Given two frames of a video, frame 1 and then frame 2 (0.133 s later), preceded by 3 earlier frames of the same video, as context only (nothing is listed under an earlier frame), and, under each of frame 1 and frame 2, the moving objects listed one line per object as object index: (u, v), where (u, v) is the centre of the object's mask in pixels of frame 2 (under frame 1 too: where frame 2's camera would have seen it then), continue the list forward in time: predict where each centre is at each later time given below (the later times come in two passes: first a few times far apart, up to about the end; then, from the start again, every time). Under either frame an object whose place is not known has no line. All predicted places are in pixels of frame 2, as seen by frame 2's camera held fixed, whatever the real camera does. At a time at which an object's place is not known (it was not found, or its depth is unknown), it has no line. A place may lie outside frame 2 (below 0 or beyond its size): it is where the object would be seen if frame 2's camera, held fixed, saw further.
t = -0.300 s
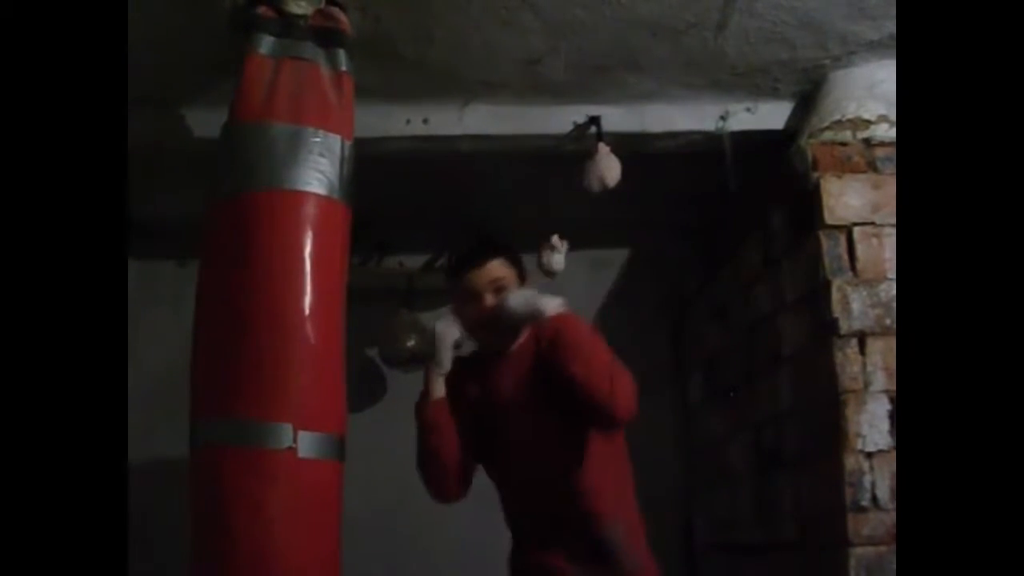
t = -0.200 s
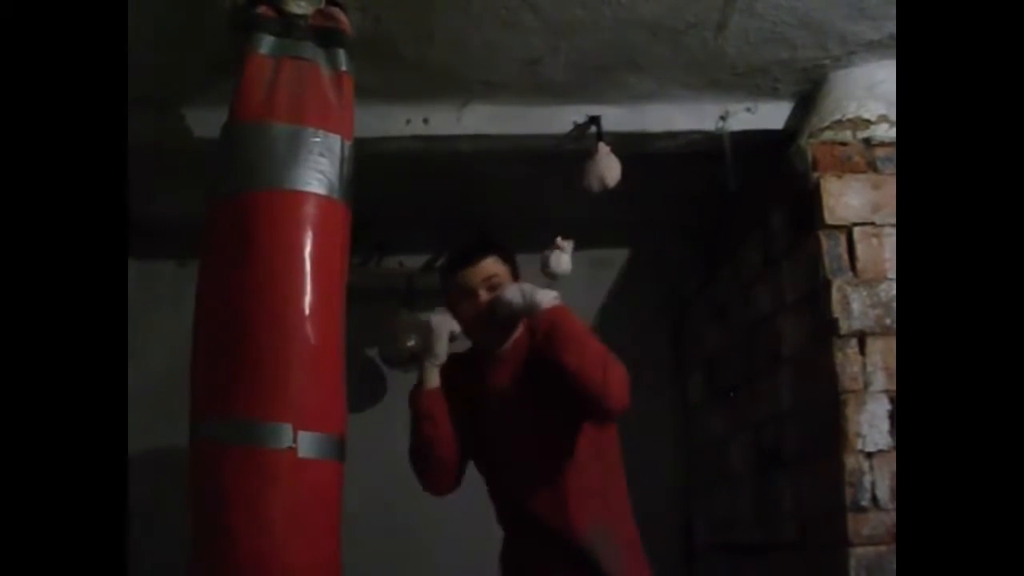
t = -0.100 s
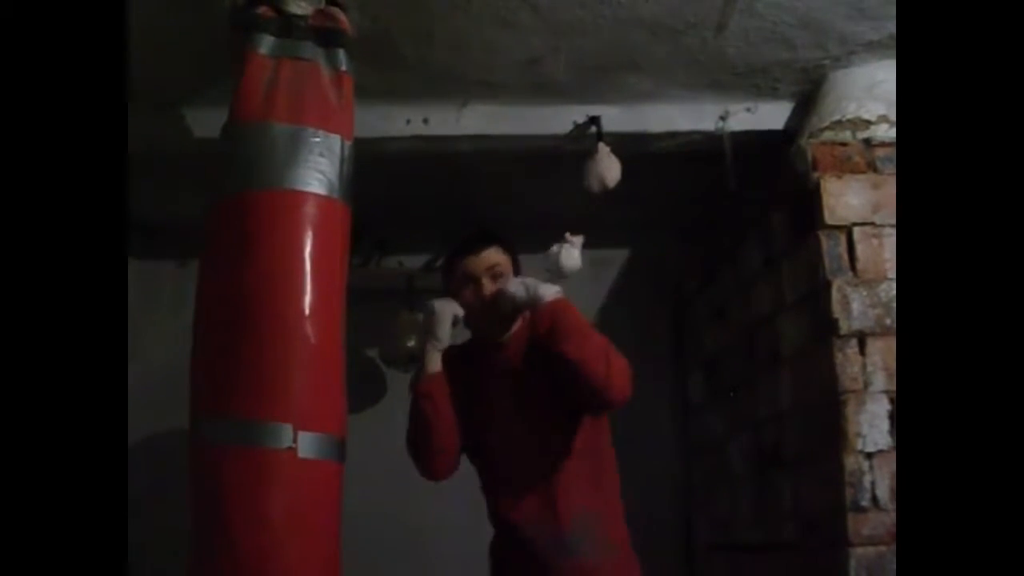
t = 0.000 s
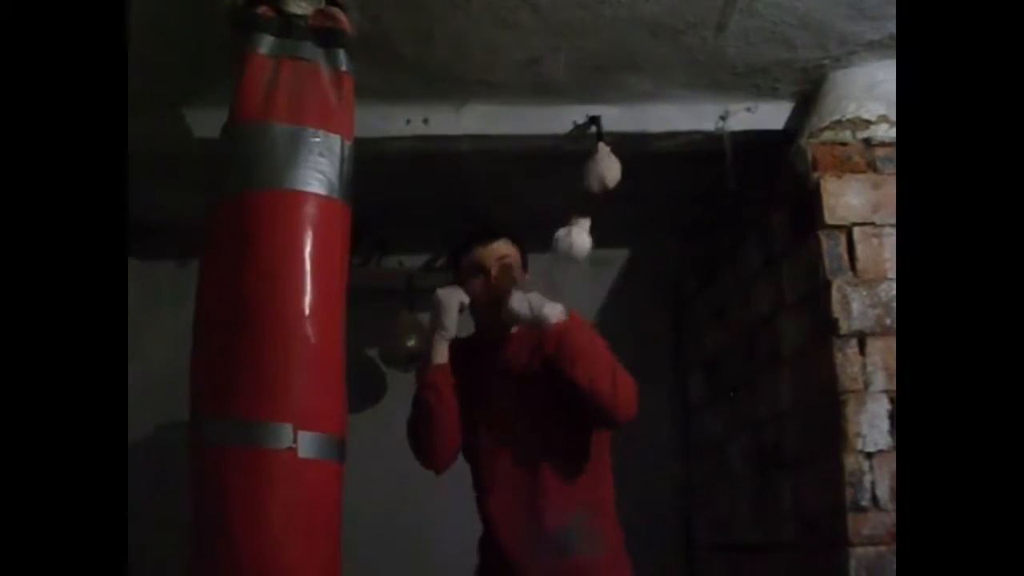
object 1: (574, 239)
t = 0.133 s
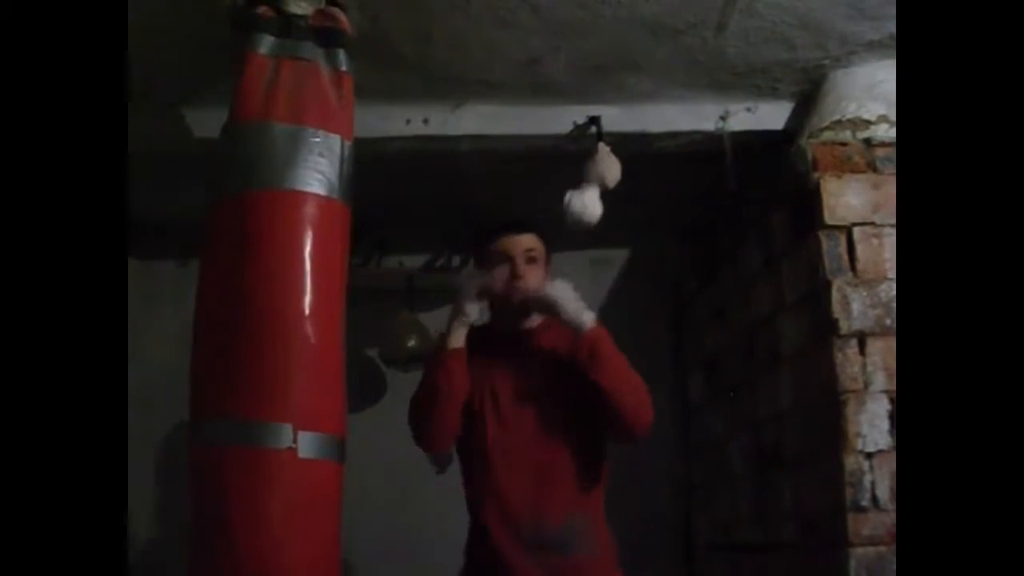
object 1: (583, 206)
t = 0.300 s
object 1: (585, 182)
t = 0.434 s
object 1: (581, 196)
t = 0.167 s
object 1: (584, 198)
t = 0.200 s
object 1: (584, 191)
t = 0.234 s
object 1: (585, 186)
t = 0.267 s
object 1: (585, 183)
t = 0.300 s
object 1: (585, 182)
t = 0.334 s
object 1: (585, 182)
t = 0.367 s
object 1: (584, 184)
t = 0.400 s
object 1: (582, 189)
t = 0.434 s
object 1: (581, 196)
